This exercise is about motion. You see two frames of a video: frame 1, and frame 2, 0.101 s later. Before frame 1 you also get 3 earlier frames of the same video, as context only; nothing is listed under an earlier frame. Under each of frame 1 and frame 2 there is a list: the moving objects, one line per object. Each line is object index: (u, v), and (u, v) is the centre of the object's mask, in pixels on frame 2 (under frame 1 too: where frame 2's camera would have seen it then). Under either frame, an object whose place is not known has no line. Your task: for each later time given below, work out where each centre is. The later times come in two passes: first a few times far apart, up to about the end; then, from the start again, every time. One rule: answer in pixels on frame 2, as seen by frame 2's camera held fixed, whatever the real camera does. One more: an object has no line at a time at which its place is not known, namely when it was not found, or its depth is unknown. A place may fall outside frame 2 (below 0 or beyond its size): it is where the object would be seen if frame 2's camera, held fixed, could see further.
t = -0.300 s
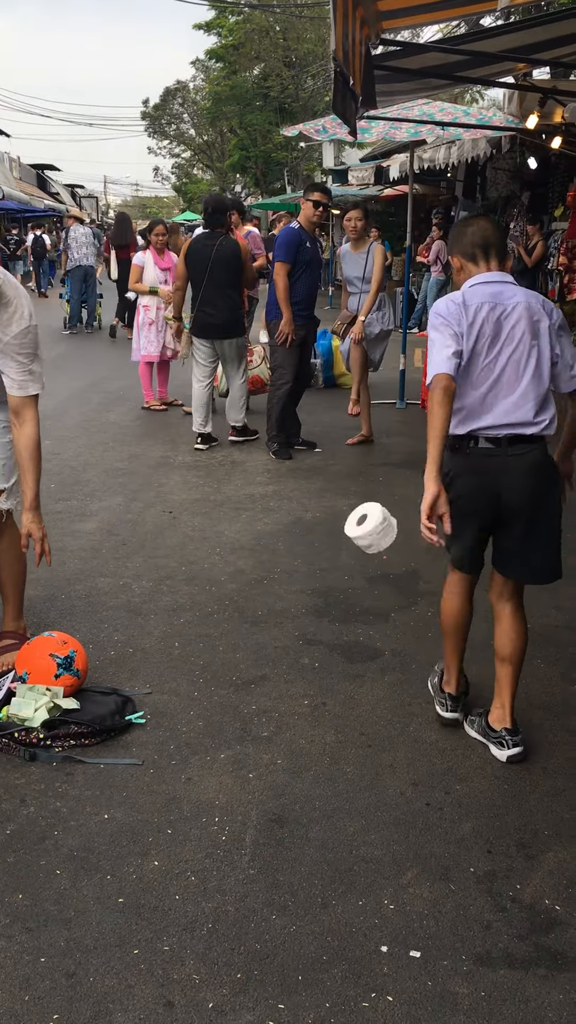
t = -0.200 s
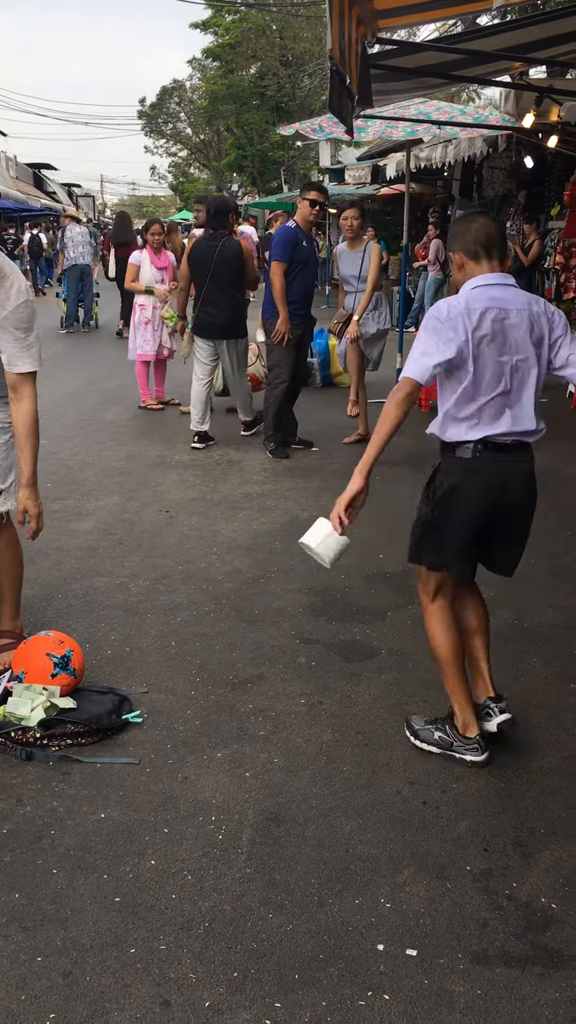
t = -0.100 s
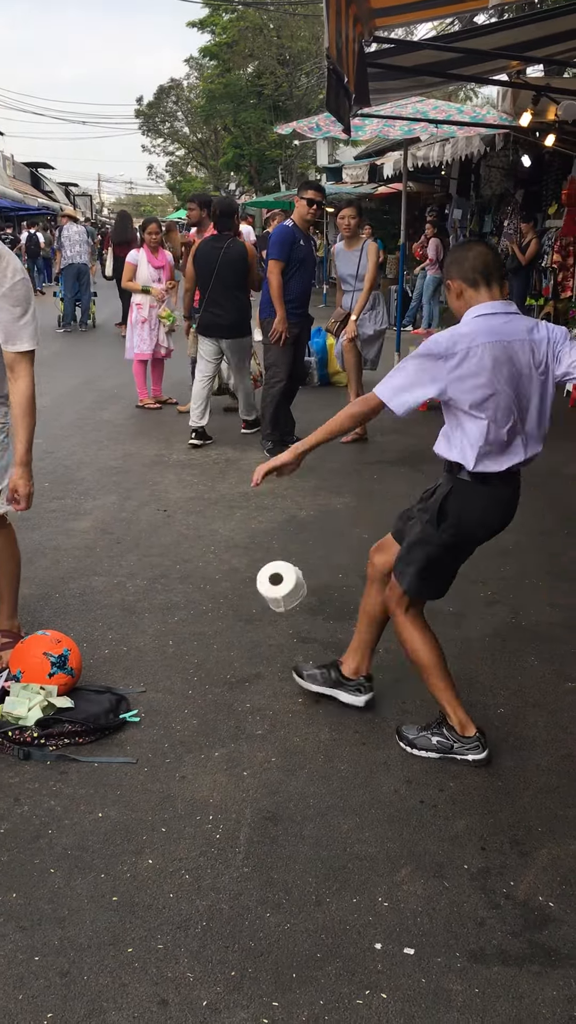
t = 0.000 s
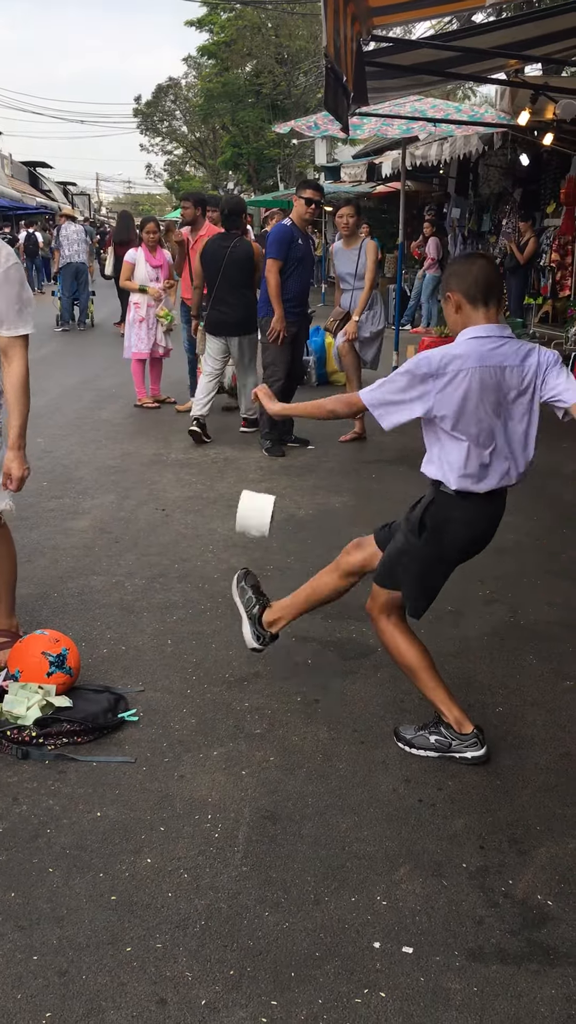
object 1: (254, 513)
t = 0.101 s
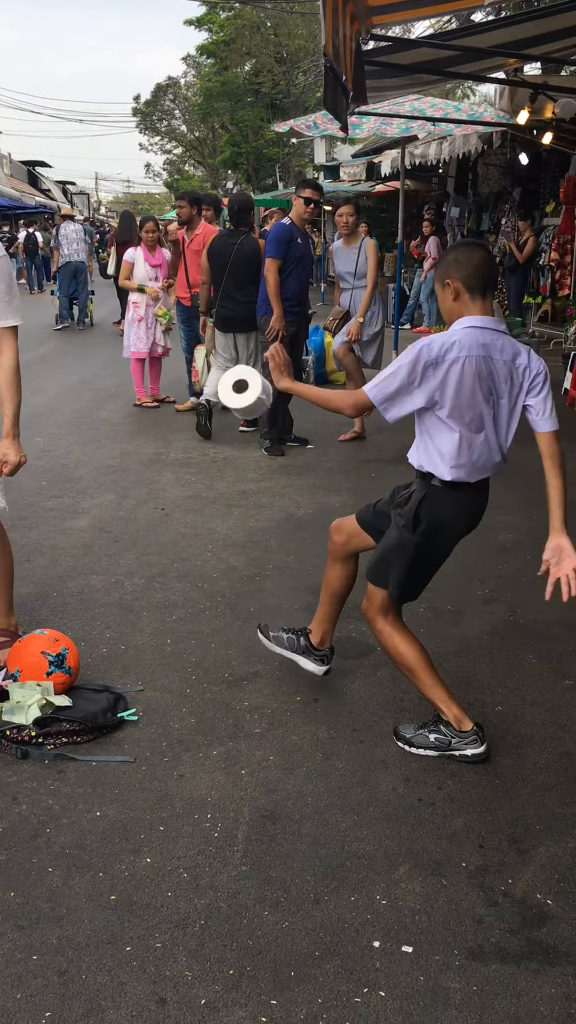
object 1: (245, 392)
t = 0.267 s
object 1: (229, 248)
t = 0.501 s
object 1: (210, 211)
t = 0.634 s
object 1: (200, 292)
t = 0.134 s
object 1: (241, 357)
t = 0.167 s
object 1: (238, 324)
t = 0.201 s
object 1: (235, 295)
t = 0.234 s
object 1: (231, 270)
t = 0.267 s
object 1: (229, 248)
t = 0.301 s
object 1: (226, 230)
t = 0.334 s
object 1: (223, 214)
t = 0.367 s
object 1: (220, 207)
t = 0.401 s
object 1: (217, 200)
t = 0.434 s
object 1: (215, 199)
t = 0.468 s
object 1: (211, 204)
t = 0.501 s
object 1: (210, 211)
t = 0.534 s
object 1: (207, 224)
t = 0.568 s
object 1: (204, 241)
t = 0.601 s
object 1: (202, 266)
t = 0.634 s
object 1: (200, 292)
